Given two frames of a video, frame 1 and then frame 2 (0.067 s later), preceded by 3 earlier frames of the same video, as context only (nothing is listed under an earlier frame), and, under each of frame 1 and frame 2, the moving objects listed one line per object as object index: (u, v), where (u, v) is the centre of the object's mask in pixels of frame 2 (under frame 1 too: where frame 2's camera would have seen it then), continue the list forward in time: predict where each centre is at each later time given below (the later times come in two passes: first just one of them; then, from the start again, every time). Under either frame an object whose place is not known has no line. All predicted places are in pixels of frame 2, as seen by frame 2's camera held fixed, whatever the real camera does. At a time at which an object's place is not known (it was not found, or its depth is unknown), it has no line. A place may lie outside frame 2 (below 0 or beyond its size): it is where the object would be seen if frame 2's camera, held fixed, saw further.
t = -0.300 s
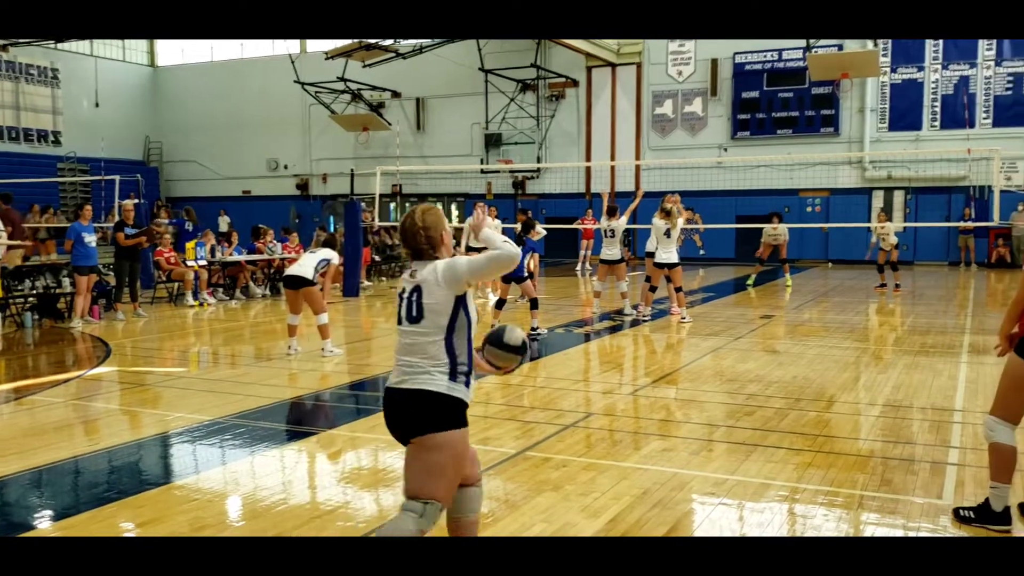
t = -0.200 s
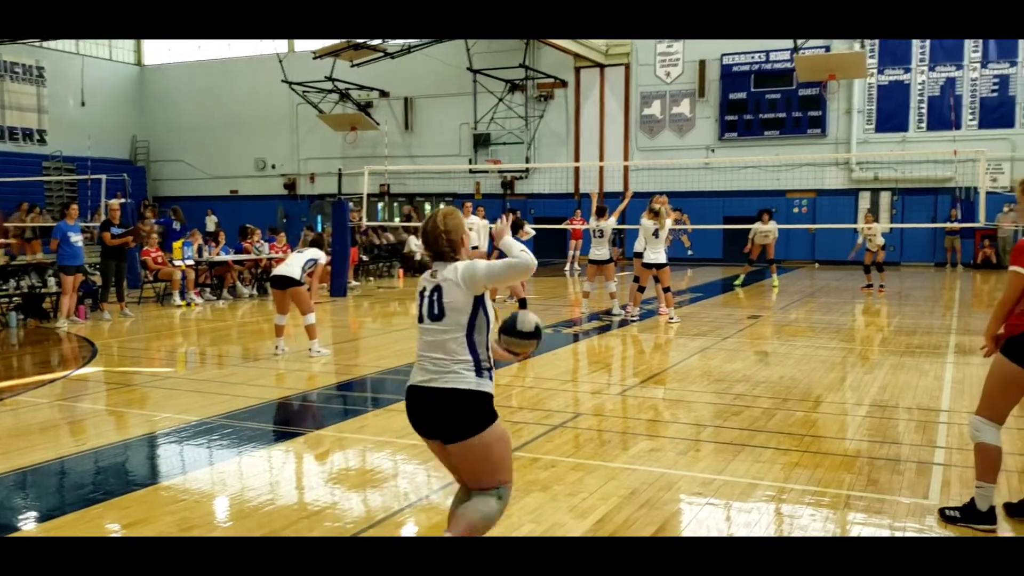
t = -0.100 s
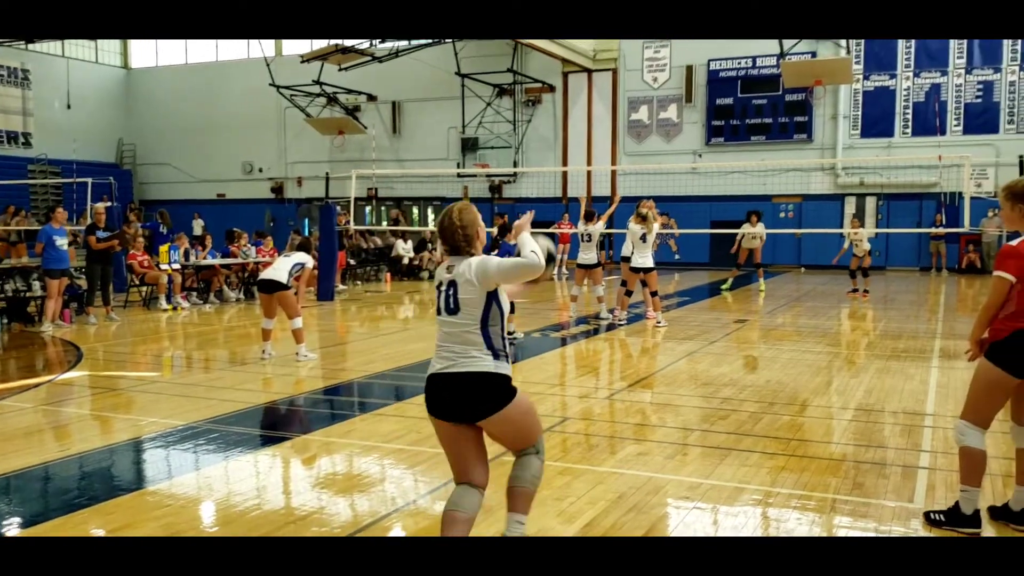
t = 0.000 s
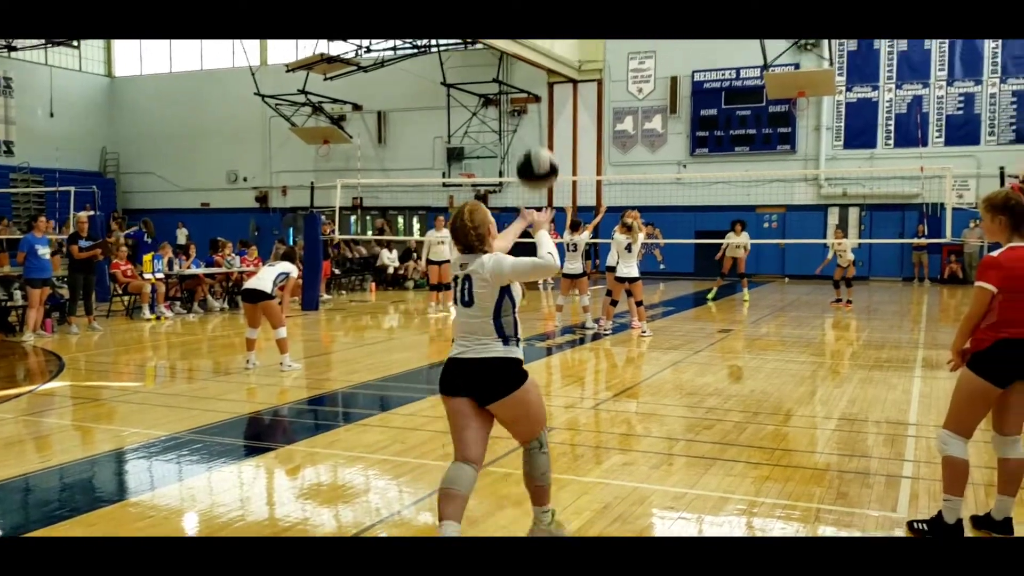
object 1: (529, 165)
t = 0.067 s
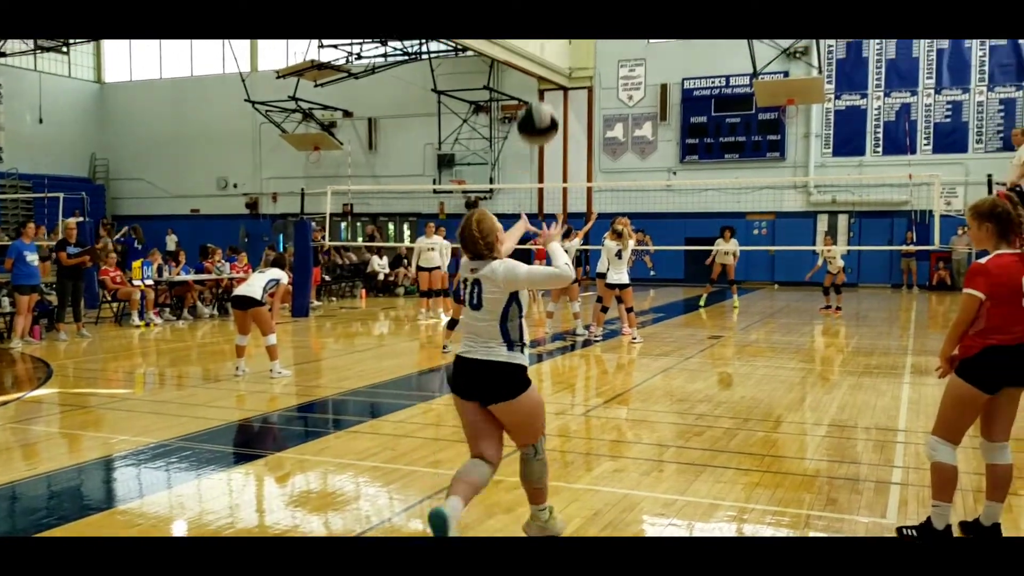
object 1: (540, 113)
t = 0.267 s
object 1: (572, 27)
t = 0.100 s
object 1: (547, 91)
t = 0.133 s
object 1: (549, 72)
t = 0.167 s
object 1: (553, 53)
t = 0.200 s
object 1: (556, 39)
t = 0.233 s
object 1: (563, 32)
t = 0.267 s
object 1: (572, 27)
